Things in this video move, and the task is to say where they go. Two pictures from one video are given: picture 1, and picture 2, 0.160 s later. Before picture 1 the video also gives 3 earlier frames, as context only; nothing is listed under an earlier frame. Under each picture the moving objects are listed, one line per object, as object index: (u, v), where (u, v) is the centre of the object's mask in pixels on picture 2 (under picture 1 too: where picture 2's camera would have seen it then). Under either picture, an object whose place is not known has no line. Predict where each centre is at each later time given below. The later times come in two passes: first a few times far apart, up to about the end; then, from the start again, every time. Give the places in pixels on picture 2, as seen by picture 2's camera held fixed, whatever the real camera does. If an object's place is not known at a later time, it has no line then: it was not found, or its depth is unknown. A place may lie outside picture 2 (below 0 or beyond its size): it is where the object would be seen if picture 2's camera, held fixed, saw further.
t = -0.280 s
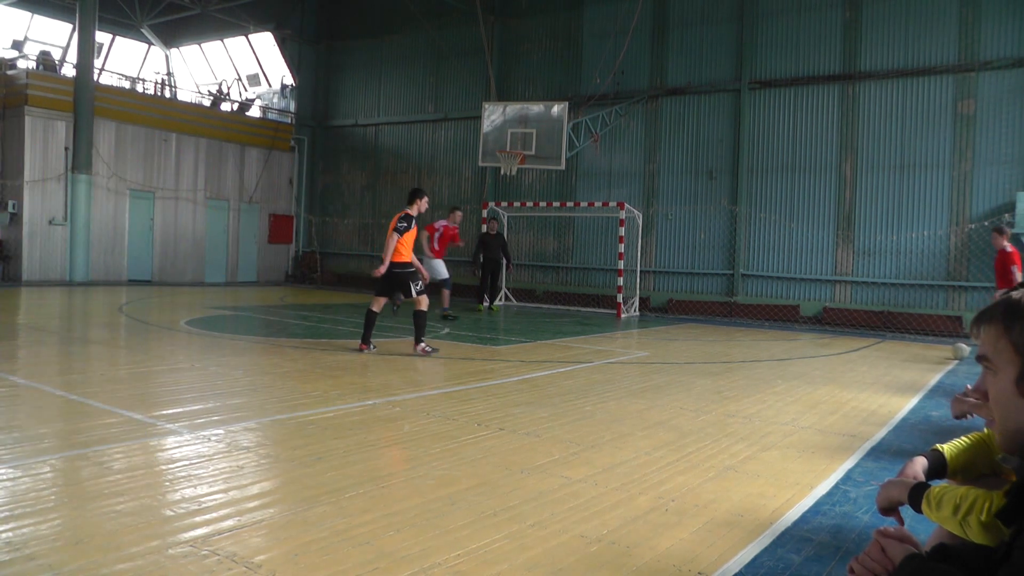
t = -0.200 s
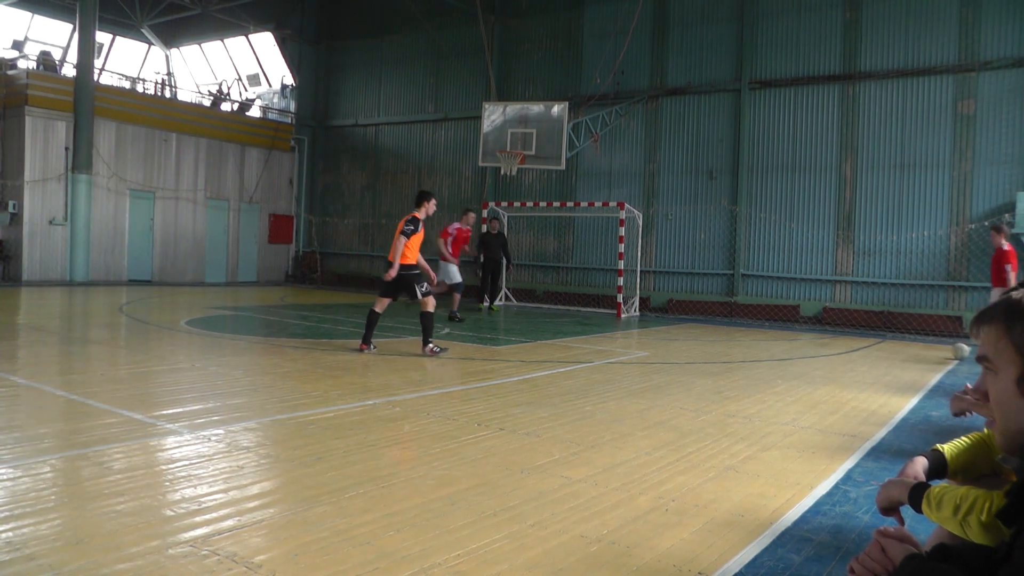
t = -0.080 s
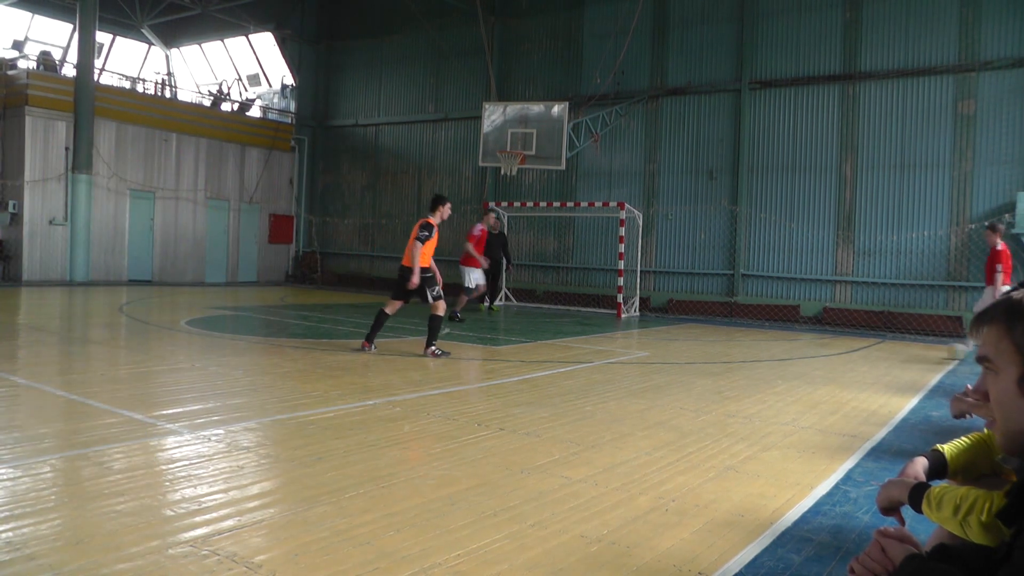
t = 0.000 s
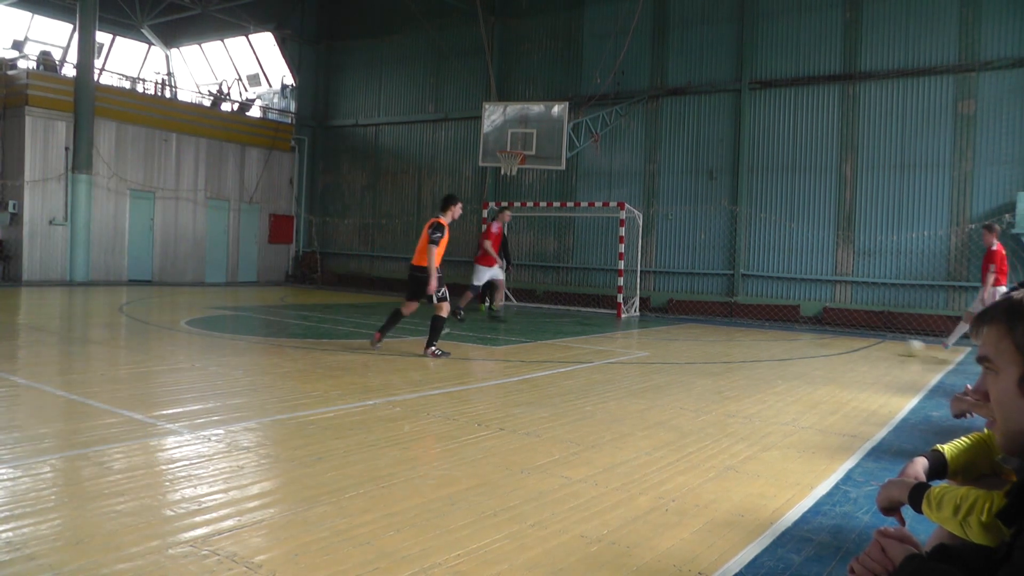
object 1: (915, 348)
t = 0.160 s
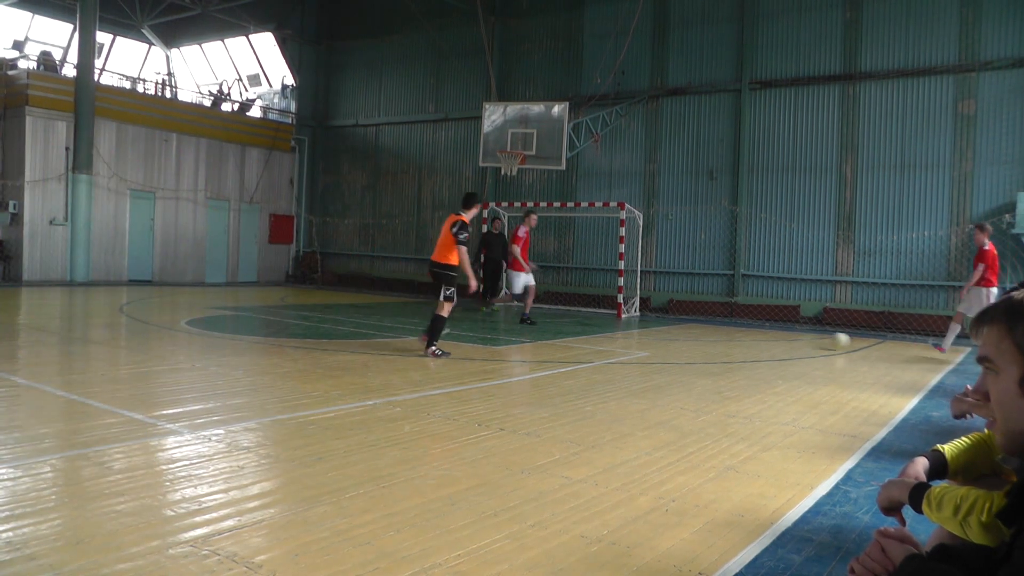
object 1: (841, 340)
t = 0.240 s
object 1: (809, 339)
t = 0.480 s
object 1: (723, 332)
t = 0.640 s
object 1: (672, 332)
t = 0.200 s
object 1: (825, 339)
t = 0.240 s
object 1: (809, 339)
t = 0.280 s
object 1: (792, 339)
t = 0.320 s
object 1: (777, 337)
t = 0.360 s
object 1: (764, 336)
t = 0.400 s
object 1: (750, 335)
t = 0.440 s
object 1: (736, 335)
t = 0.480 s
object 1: (723, 332)
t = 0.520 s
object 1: (710, 331)
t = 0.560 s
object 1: (698, 329)
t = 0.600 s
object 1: (683, 331)
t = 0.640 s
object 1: (672, 332)
